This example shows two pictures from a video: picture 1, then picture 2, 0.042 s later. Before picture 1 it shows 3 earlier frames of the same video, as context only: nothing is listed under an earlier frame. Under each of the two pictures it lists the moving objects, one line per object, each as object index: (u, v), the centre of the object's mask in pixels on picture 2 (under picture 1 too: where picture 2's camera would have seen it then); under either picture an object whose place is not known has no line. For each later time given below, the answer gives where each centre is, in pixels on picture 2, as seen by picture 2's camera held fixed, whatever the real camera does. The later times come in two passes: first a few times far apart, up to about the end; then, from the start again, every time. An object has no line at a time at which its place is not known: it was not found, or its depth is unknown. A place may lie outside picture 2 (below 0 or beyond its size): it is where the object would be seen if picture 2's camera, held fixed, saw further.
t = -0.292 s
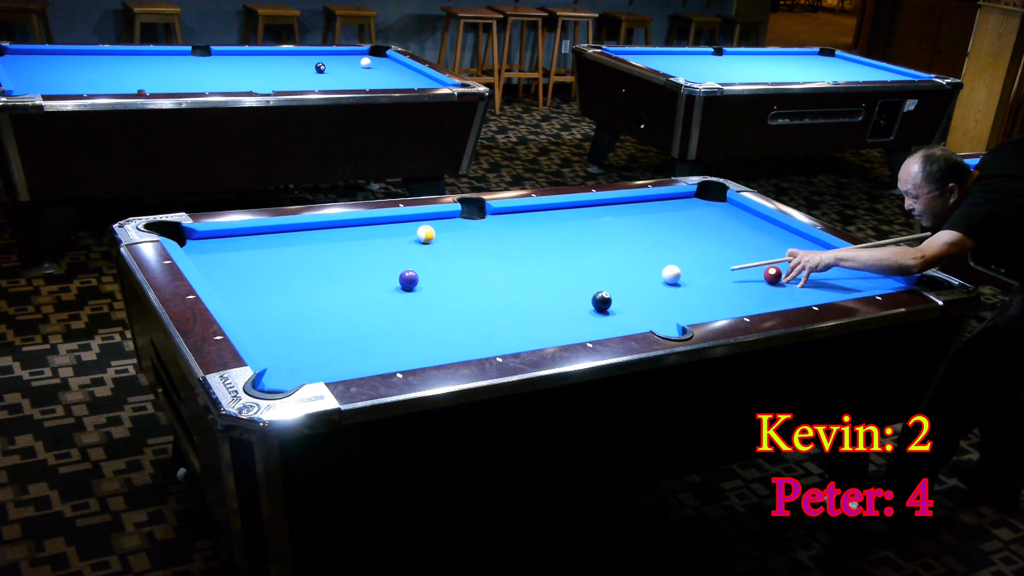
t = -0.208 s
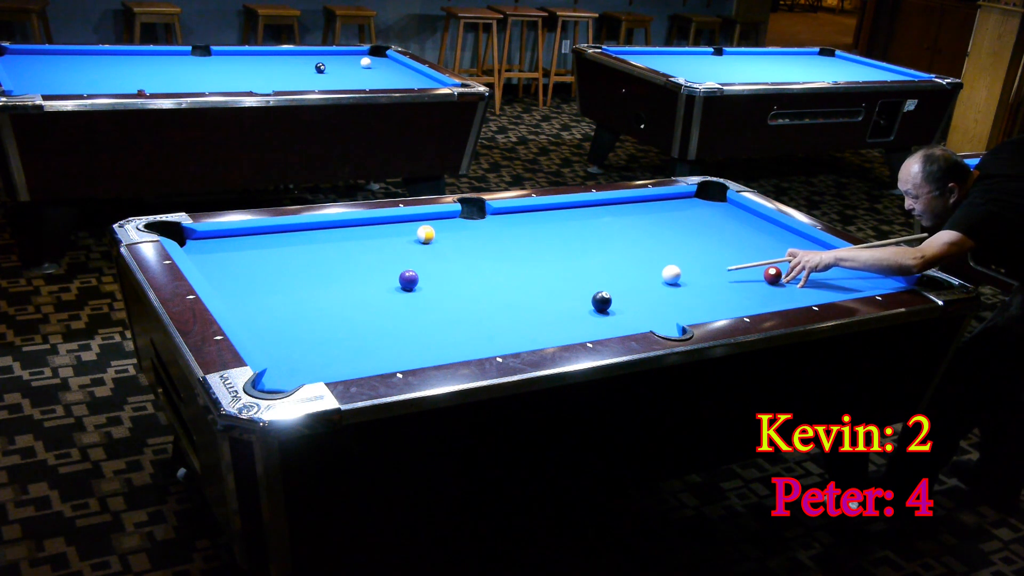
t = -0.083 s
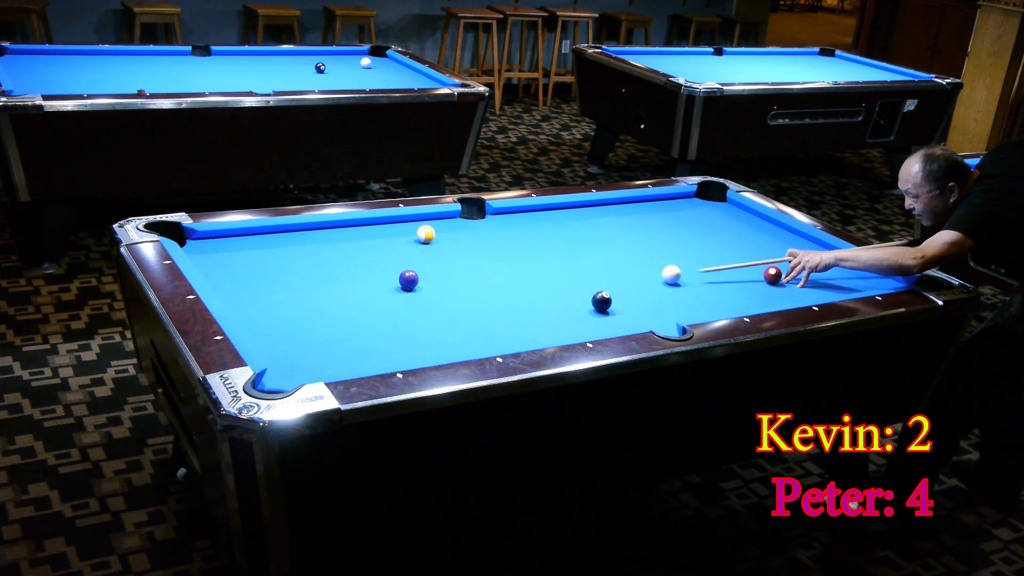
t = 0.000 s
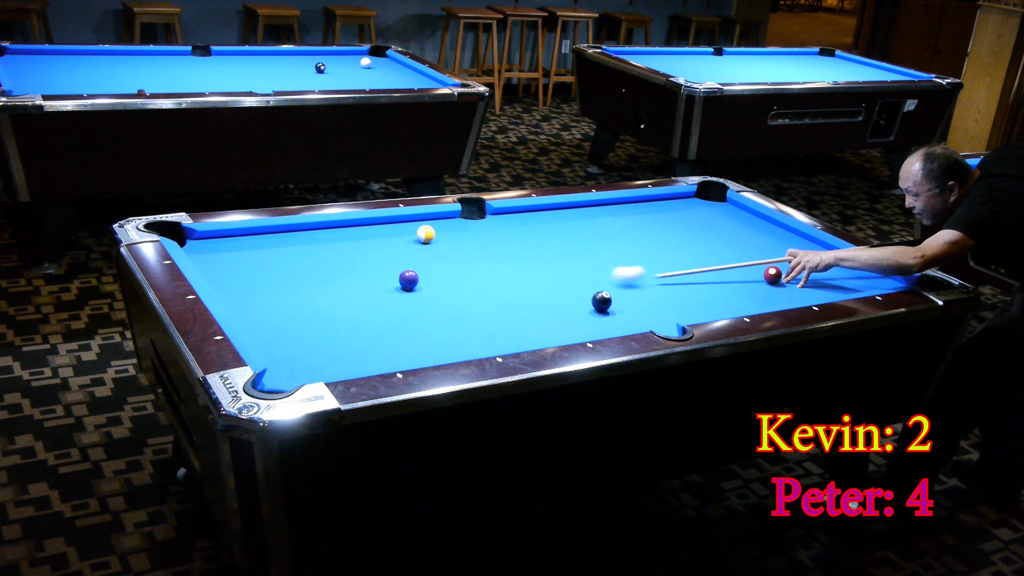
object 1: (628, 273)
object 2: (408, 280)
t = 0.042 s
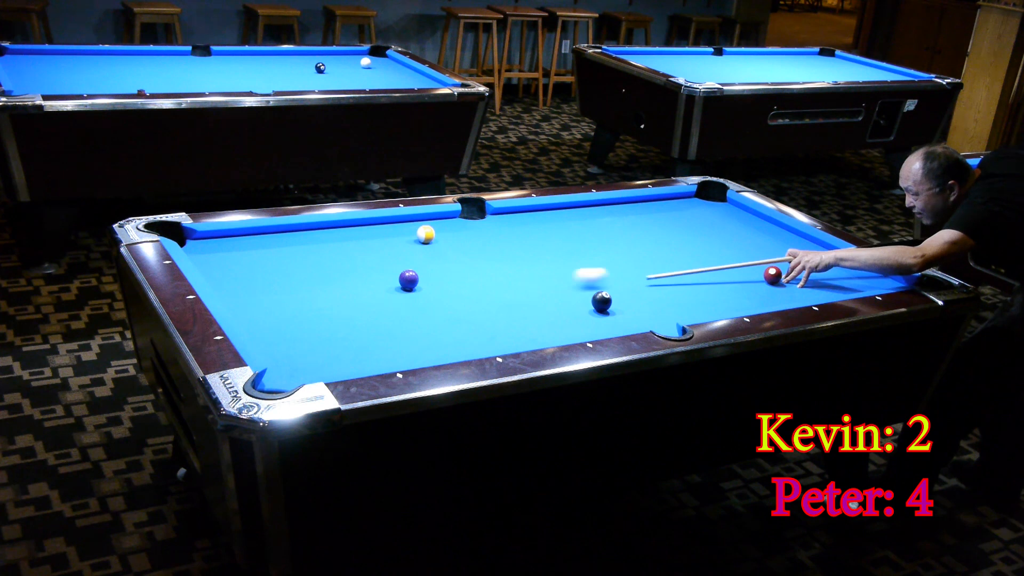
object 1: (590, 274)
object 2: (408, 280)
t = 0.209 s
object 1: (444, 280)
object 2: (408, 280)
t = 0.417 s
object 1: (365, 311)
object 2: (312, 259)
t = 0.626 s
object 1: (281, 342)
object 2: (232, 241)
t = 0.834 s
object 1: (324, 355)
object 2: (188, 245)
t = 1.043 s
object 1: (383, 359)
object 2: (218, 255)
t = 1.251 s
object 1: (418, 350)
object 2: (249, 263)
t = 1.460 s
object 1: (446, 338)
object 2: (280, 271)
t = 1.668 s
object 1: (472, 327)
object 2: (310, 279)
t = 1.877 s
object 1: (495, 316)
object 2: (340, 287)
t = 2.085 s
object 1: (517, 307)
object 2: (371, 294)
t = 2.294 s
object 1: (537, 298)
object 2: (399, 302)
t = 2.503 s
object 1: (555, 291)
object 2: (428, 309)
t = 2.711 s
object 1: (573, 284)
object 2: (456, 315)
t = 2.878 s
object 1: (586, 279)
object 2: (478, 320)
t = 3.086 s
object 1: (601, 273)
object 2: (504, 326)
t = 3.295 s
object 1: (614, 268)
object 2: (530, 331)
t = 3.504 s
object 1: (627, 263)
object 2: (553, 333)
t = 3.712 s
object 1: (638, 258)
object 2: (564, 332)
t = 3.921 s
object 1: (648, 254)
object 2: (568, 329)
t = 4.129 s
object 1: (656, 250)
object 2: (571, 326)
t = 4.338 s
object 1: (664, 247)
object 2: (574, 323)
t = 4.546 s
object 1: (671, 244)
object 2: (576, 320)
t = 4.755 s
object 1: (677, 241)
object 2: (578, 318)
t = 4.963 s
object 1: (682, 238)
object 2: (579, 316)
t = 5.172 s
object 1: (686, 236)
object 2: (580, 314)
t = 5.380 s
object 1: (689, 234)
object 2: (580, 314)
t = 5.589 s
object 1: (691, 232)
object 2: (580, 313)
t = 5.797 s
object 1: (693, 230)
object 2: (580, 314)
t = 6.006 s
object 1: (694, 229)
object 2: (580, 314)
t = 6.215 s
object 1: (695, 228)
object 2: (580, 314)
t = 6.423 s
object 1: (695, 228)
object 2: (580, 314)
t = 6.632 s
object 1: (696, 228)
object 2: (580, 314)
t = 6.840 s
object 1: (696, 228)
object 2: (580, 314)
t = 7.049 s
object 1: (695, 228)
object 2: (580, 314)
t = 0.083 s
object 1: (554, 276)
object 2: (408, 280)
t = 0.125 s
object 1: (516, 278)
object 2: (408, 280)
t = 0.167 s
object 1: (480, 279)
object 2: (408, 280)
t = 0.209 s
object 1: (444, 280)
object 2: (408, 280)
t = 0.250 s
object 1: (421, 285)
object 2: (395, 276)
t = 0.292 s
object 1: (409, 292)
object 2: (372, 271)
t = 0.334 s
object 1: (395, 299)
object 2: (350, 267)
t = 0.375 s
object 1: (381, 304)
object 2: (330, 262)
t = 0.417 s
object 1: (365, 311)
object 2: (312, 259)
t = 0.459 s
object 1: (349, 316)
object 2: (294, 255)
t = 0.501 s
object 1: (333, 322)
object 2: (279, 251)
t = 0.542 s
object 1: (316, 329)
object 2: (263, 248)
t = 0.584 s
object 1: (299, 336)
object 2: (247, 244)
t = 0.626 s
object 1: (281, 342)
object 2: (232, 241)
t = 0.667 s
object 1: (269, 349)
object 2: (218, 238)
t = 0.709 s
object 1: (284, 350)
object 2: (205, 237)
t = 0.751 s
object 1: (299, 351)
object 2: (199, 240)
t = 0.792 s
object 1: (312, 353)
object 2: (193, 243)
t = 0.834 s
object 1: (324, 355)
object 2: (188, 245)
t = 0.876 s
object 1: (336, 356)
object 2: (193, 248)
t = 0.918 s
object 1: (348, 357)
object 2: (199, 250)
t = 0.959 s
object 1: (359, 358)
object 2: (206, 251)
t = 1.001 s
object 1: (371, 358)
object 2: (212, 253)
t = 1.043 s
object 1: (383, 359)
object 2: (218, 255)
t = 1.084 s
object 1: (393, 358)
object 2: (224, 257)
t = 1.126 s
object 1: (400, 356)
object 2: (231, 258)
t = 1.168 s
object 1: (406, 354)
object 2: (237, 260)
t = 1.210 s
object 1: (412, 352)
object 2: (243, 261)
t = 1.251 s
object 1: (418, 350)
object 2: (249, 263)
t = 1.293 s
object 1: (424, 348)
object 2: (255, 264)
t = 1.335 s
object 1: (430, 346)
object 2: (262, 266)
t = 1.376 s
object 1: (435, 343)
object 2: (268, 268)
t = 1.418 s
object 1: (441, 341)
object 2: (274, 269)
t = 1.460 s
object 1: (446, 338)
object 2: (280, 271)
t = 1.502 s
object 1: (452, 336)
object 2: (286, 273)
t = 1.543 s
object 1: (457, 334)
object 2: (292, 275)
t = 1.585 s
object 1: (462, 331)
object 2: (298, 276)
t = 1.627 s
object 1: (467, 329)
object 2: (304, 278)
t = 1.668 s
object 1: (472, 327)
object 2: (310, 279)
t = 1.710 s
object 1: (476, 325)
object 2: (316, 281)
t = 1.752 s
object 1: (481, 323)
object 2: (323, 282)
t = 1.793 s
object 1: (486, 320)
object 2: (329, 284)
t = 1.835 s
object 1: (491, 318)
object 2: (335, 285)
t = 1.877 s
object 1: (495, 316)
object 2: (340, 287)
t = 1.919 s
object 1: (500, 315)
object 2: (347, 288)
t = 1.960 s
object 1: (504, 312)
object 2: (352, 290)
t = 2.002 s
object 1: (508, 311)
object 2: (358, 291)
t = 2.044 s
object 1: (513, 309)
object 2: (364, 293)
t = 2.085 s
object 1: (517, 307)
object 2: (371, 294)
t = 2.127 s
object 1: (521, 305)
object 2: (376, 296)
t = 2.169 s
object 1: (525, 304)
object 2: (382, 297)
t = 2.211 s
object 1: (529, 302)
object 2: (388, 299)
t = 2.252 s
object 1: (533, 300)
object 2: (394, 300)
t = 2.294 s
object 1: (537, 298)
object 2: (399, 302)
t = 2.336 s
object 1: (541, 297)
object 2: (405, 303)
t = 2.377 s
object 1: (544, 295)
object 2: (411, 304)
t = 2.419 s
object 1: (548, 294)
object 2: (417, 306)
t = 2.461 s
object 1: (552, 292)
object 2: (422, 307)
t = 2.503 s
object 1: (555, 291)
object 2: (428, 309)
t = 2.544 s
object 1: (559, 290)
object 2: (434, 310)
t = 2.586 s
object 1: (563, 288)
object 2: (439, 311)
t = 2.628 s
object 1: (566, 286)
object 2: (445, 312)
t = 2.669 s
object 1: (569, 285)
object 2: (451, 314)
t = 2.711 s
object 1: (573, 284)
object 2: (456, 315)
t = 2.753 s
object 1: (576, 283)
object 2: (461, 316)
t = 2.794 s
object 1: (579, 281)
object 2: (467, 318)
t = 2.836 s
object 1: (582, 280)
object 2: (472, 319)
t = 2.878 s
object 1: (586, 279)
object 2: (478, 320)
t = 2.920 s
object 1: (589, 278)
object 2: (483, 321)
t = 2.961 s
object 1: (592, 276)
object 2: (489, 322)
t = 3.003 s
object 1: (595, 275)
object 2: (494, 324)
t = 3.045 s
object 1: (598, 274)
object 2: (499, 325)
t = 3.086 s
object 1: (601, 273)
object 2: (504, 326)
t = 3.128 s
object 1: (603, 272)
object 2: (509, 327)
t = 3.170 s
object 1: (606, 271)
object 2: (515, 328)
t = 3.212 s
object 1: (609, 270)
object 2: (520, 329)
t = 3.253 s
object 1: (612, 269)
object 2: (525, 330)
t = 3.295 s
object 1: (614, 268)
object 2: (530, 331)
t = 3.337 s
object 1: (617, 267)
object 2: (534, 332)
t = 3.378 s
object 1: (619, 266)
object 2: (539, 332)
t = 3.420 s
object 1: (622, 265)
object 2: (544, 332)
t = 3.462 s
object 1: (624, 264)
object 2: (549, 333)
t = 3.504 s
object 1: (627, 263)
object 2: (553, 333)
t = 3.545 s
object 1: (629, 262)
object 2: (558, 333)
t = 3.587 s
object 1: (631, 261)
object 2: (562, 333)
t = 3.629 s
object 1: (633, 260)
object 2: (563, 333)
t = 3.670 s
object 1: (636, 259)
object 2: (563, 332)
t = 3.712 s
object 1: (638, 258)
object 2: (564, 332)
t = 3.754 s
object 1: (640, 257)
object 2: (565, 331)
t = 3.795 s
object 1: (642, 257)
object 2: (566, 330)
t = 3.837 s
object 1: (644, 256)
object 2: (567, 330)
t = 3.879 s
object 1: (646, 255)
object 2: (567, 329)
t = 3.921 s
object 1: (648, 254)
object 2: (568, 329)
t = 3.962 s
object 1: (649, 253)
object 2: (569, 328)
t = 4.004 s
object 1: (651, 253)
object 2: (569, 328)
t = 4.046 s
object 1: (653, 252)
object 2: (570, 327)
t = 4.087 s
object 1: (655, 251)
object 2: (571, 327)
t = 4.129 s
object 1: (656, 250)
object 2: (571, 326)
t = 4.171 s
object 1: (658, 250)
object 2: (572, 326)
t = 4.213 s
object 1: (660, 249)
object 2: (572, 325)
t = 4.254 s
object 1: (661, 248)
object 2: (573, 324)
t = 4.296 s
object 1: (663, 248)
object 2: (574, 324)
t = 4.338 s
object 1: (664, 247)
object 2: (574, 323)
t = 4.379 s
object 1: (666, 246)
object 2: (575, 323)
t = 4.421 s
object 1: (667, 246)
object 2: (575, 322)
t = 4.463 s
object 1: (668, 245)
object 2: (576, 321)
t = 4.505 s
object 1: (670, 244)
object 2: (576, 321)
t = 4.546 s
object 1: (671, 244)
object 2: (576, 320)
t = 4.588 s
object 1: (672, 243)
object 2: (577, 320)
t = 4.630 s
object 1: (674, 243)
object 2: (577, 319)
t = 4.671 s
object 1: (675, 242)
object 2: (577, 319)
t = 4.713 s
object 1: (676, 241)
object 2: (578, 318)
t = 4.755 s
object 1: (677, 241)
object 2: (578, 318)
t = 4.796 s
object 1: (678, 240)
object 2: (578, 318)
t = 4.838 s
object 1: (679, 240)
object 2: (578, 317)
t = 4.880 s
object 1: (680, 239)
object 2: (579, 317)
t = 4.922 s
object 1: (681, 239)
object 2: (579, 316)
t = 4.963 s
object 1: (682, 238)
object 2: (579, 316)
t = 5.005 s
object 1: (683, 238)
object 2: (579, 316)
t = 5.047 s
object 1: (683, 237)
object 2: (579, 315)
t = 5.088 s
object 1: (684, 237)
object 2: (579, 315)
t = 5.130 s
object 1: (685, 236)
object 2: (580, 315)
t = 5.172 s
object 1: (686, 236)
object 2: (580, 314)
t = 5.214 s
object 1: (686, 236)
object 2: (580, 314)
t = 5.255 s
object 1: (687, 235)
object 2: (580, 314)
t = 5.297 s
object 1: (688, 234)
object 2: (580, 314)
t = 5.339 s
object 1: (689, 234)
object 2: (580, 314)
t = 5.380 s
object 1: (689, 234)
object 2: (580, 314)
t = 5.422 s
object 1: (689, 233)
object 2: (580, 313)
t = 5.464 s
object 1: (690, 233)
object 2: (580, 313)
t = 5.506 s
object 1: (690, 233)
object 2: (580, 313)
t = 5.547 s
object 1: (691, 232)
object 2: (580, 314)
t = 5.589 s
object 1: (691, 232)
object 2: (580, 313)
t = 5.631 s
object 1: (692, 232)
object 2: (580, 314)
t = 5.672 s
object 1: (692, 231)
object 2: (580, 314)
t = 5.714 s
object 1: (692, 231)
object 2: (580, 314)
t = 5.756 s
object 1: (693, 231)
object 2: (580, 314)
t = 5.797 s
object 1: (693, 230)
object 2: (580, 314)
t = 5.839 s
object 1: (693, 230)
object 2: (580, 314)
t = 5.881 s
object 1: (693, 230)
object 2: (580, 314)
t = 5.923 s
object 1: (694, 229)
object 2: (580, 314)
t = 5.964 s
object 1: (694, 229)
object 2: (580, 314)
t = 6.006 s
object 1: (694, 229)
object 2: (580, 314)
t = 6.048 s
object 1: (695, 229)
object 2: (580, 314)
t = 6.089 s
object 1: (695, 229)
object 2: (580, 314)
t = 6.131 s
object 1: (695, 228)
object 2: (580, 314)
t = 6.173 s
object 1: (695, 228)
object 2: (580, 314)
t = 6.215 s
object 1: (695, 228)
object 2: (580, 314)
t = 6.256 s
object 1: (695, 228)
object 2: (580, 314)
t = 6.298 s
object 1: (695, 228)
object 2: (580, 314)
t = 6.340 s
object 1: (695, 228)
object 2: (580, 314)
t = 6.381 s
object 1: (695, 228)
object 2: (580, 314)
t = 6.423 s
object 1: (695, 228)
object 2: (580, 314)
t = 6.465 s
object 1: (696, 227)
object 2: (580, 314)
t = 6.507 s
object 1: (696, 228)
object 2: (580, 314)
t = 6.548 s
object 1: (696, 227)
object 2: (580, 314)
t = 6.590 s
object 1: (696, 228)
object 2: (580, 314)
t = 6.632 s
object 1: (696, 228)
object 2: (580, 314)
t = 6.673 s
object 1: (696, 227)
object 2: (580, 314)
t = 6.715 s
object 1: (696, 227)
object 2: (580, 314)
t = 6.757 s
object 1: (696, 228)
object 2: (580, 314)
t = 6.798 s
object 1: (696, 228)
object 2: (580, 314)
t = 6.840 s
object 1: (696, 228)
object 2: (580, 314)
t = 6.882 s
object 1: (696, 228)
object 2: (580, 314)
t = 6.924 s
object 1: (696, 228)
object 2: (580, 314)
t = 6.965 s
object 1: (696, 228)
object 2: (580, 314)
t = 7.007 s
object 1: (696, 228)
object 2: (580, 314)
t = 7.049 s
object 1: (695, 228)
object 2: (580, 314)
